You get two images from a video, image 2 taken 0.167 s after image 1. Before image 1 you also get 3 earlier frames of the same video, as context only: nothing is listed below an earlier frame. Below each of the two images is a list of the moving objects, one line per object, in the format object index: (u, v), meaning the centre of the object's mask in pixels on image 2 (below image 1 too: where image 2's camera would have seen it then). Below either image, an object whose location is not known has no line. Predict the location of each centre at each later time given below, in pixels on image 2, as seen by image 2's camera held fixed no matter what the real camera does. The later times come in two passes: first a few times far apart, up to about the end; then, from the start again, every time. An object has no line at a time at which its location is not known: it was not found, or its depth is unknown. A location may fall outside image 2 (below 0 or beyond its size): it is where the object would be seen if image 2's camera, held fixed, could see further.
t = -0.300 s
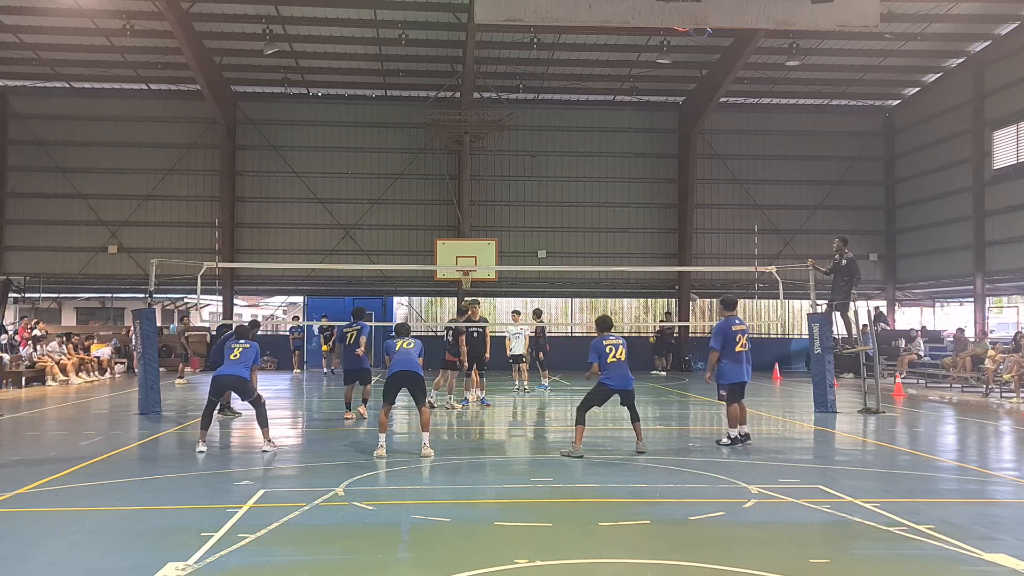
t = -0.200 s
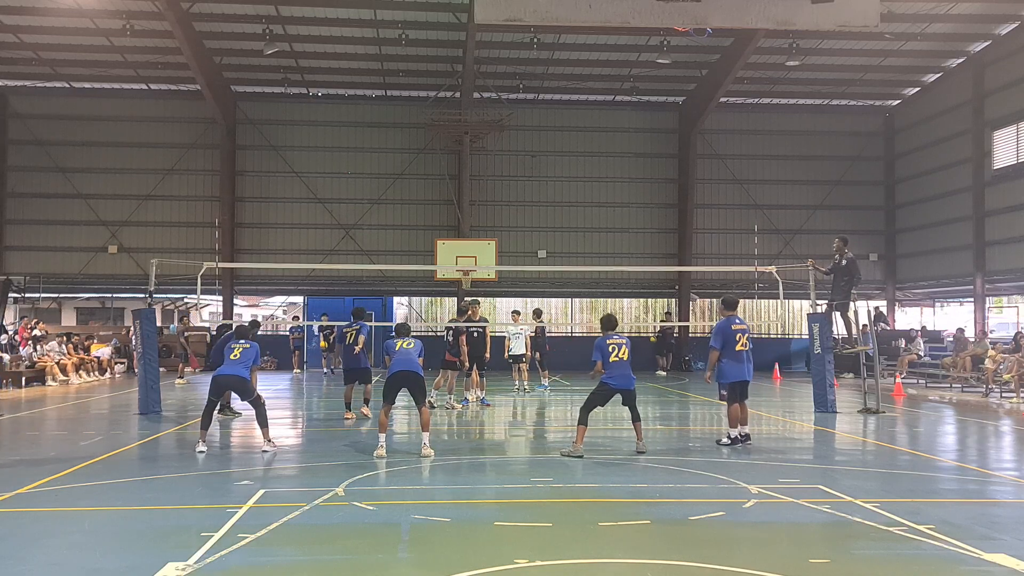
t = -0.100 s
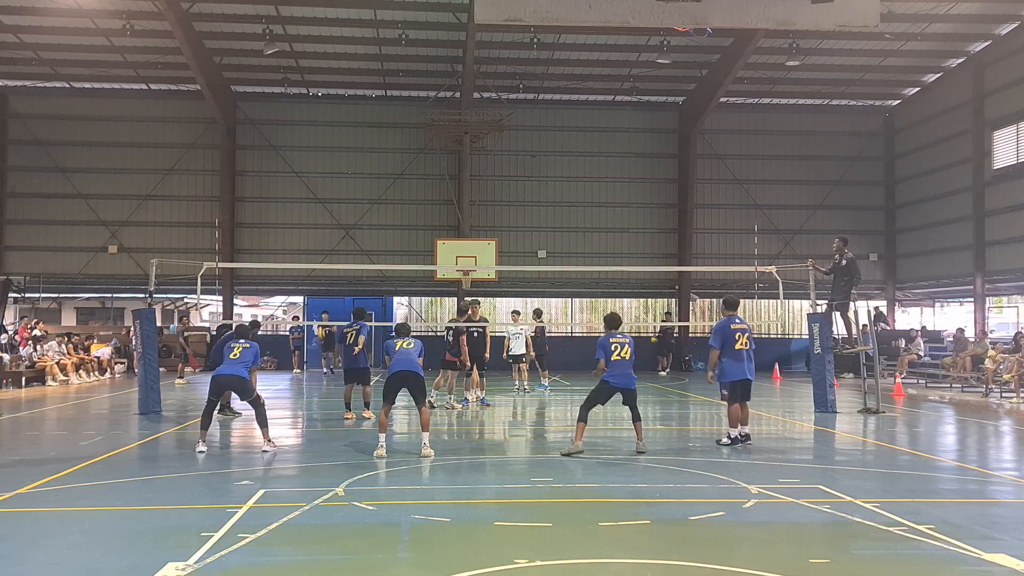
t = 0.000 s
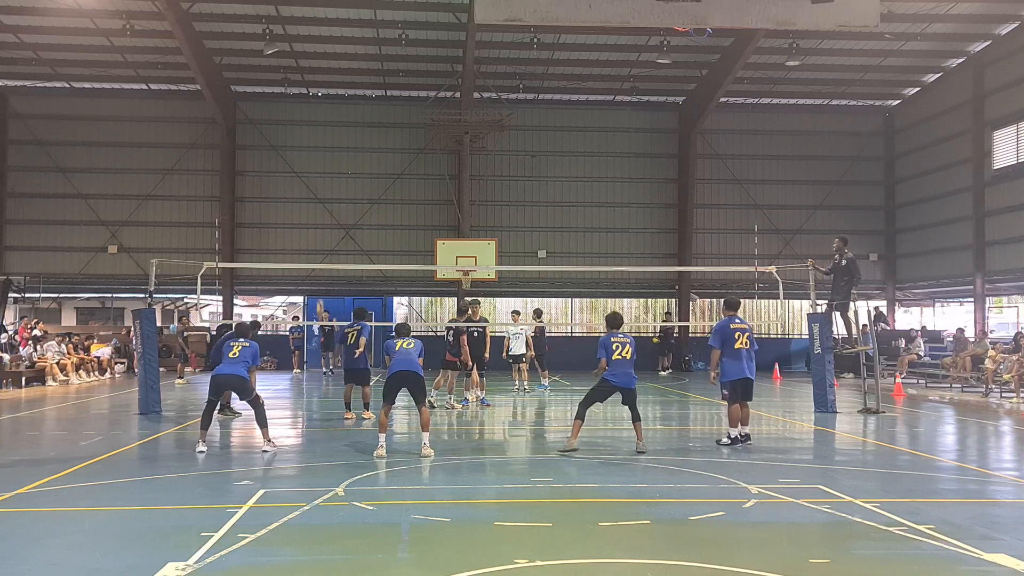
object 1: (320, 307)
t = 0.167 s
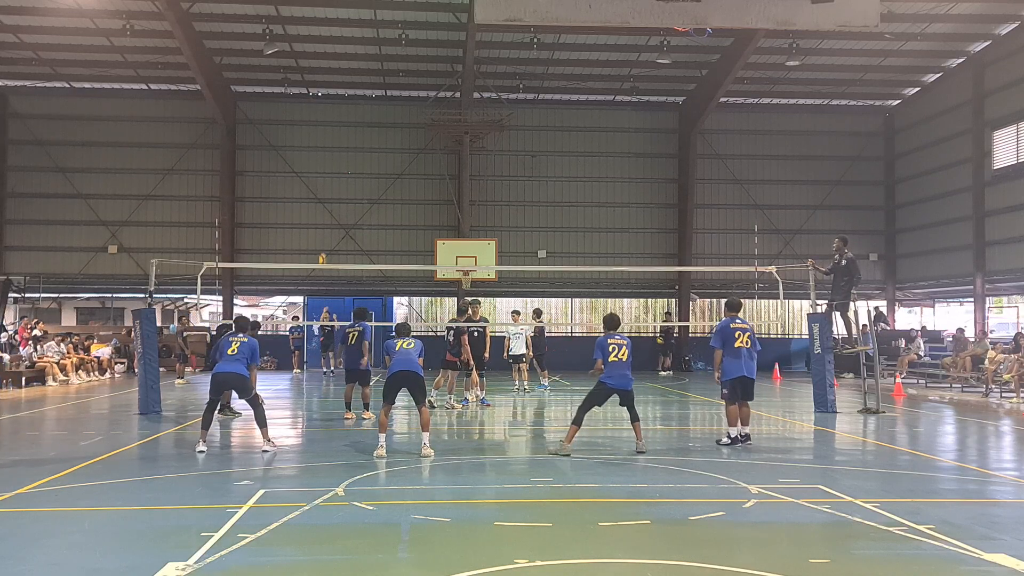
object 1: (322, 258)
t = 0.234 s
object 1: (323, 243)
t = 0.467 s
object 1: (326, 200)
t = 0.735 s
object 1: (328, 175)
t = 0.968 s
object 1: (330, 174)
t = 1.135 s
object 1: (331, 186)
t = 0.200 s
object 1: (323, 251)
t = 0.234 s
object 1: (323, 243)
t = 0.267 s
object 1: (324, 236)
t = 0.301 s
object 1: (324, 229)
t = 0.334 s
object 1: (324, 222)
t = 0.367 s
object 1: (325, 216)
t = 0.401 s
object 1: (325, 210)
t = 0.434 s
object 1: (326, 205)
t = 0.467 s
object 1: (326, 200)
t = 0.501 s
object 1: (326, 195)
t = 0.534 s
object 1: (327, 190)
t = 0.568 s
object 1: (327, 188)
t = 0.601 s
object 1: (327, 184)
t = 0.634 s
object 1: (328, 182)
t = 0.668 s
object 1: (328, 179)
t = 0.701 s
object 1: (328, 177)
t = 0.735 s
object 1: (328, 175)
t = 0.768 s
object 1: (329, 174)
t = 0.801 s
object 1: (329, 173)
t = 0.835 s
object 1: (329, 173)
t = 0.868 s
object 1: (329, 173)
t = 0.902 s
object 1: (329, 173)
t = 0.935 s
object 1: (330, 174)
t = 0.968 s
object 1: (330, 174)
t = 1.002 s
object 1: (330, 176)
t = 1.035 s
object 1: (330, 178)
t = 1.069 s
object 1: (330, 180)
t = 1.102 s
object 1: (331, 183)
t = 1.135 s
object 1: (331, 186)
